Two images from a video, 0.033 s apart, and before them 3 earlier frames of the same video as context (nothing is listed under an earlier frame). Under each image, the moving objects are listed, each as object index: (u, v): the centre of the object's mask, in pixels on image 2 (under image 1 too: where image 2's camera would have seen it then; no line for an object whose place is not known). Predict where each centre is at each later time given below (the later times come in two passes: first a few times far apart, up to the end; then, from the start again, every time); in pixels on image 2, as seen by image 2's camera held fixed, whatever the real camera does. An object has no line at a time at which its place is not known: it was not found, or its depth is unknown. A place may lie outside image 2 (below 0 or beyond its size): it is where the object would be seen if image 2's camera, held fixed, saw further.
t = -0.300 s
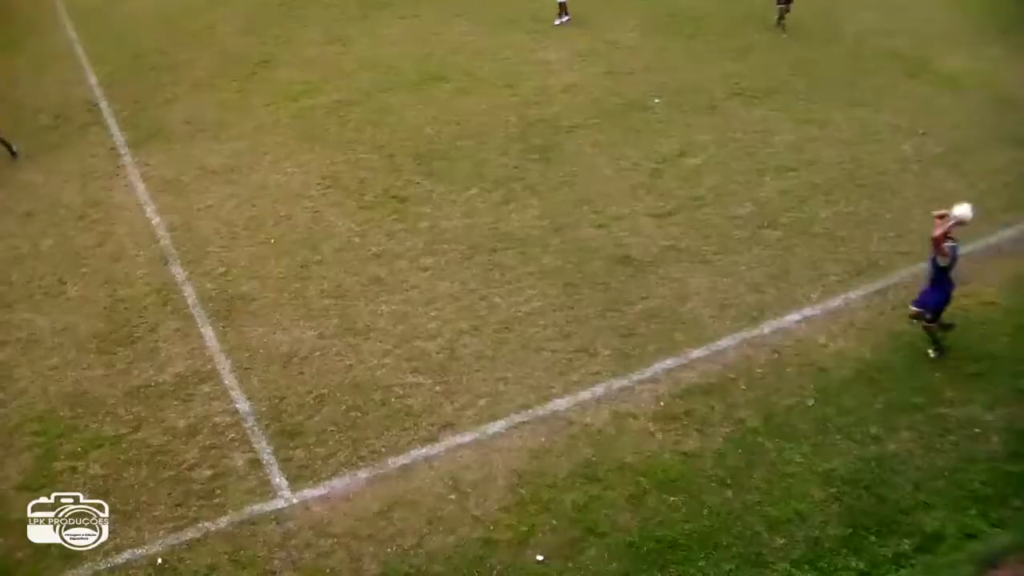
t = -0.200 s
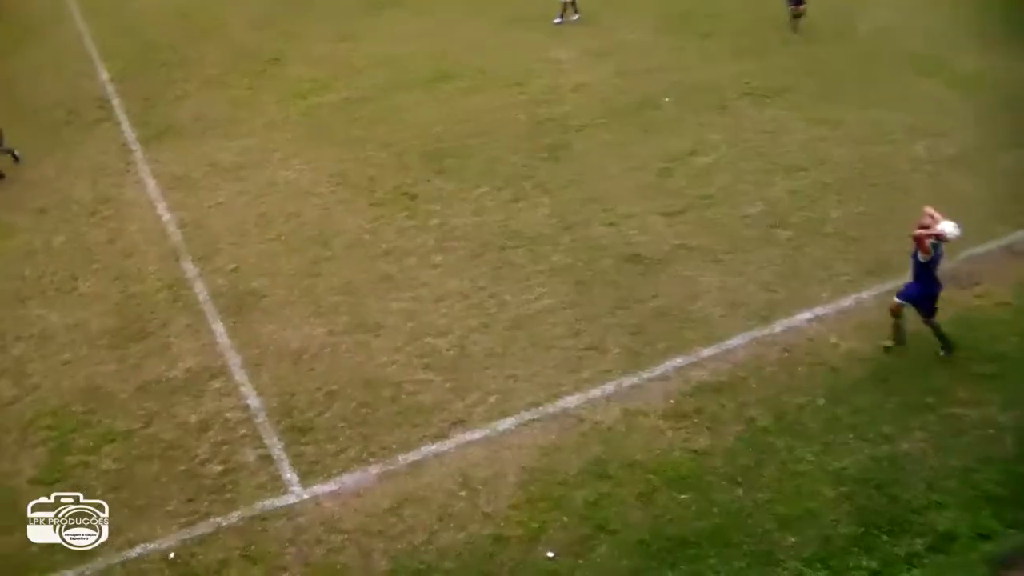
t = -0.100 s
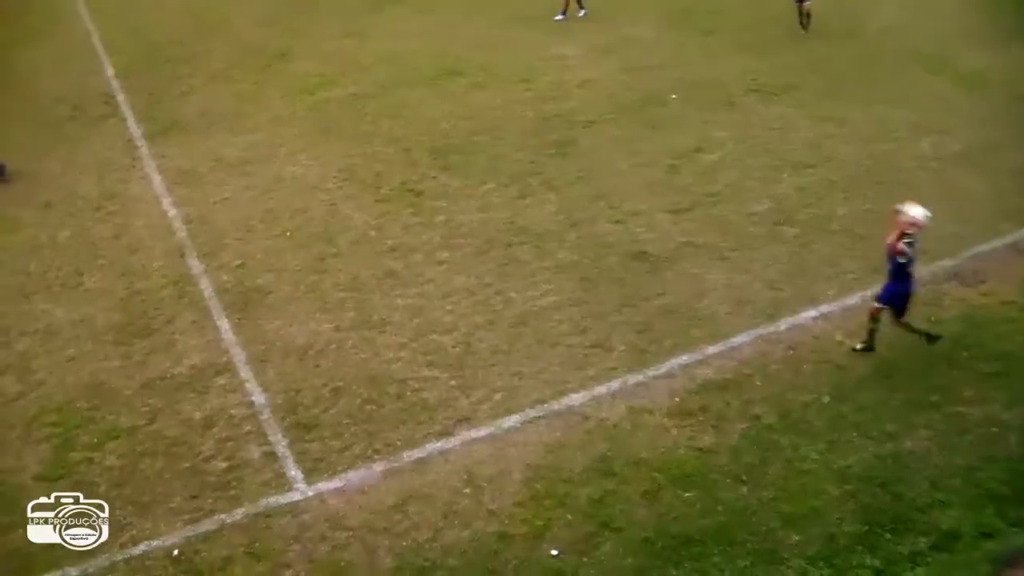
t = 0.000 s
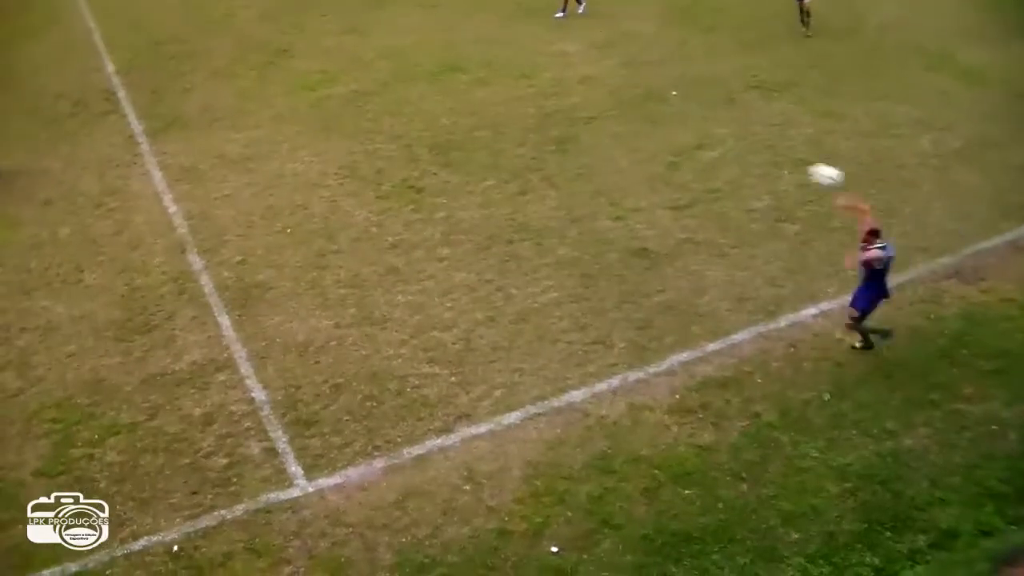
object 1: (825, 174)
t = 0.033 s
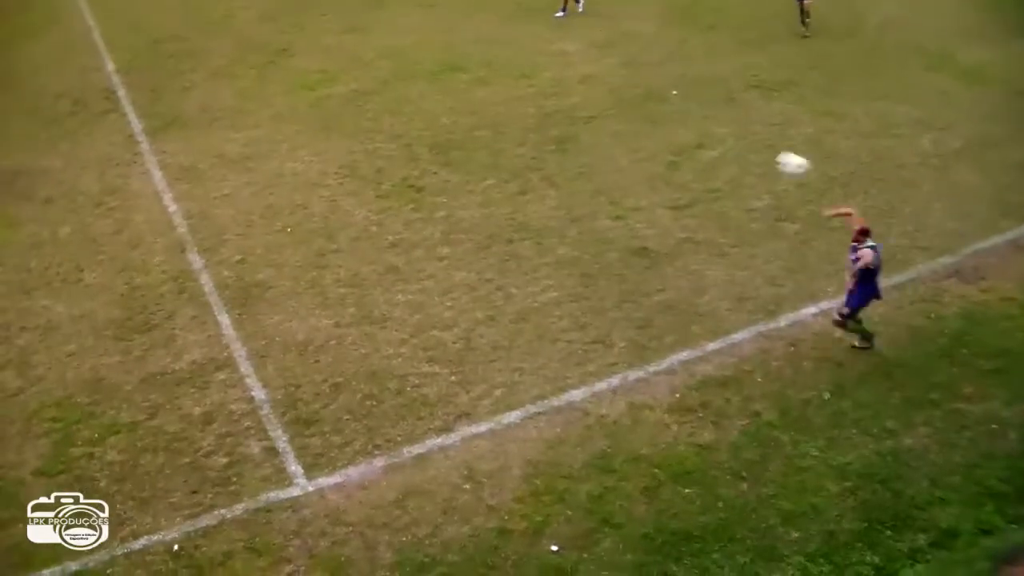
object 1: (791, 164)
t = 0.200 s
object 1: (624, 126)
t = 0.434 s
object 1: (399, 121)
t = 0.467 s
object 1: (371, 124)
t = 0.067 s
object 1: (760, 153)
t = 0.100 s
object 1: (726, 145)
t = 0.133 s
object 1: (693, 138)
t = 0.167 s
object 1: (659, 131)
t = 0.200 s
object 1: (624, 126)
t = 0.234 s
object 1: (592, 121)
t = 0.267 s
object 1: (559, 119)
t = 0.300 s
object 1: (527, 117)
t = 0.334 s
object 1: (494, 116)
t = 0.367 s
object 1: (463, 116)
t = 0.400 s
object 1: (432, 118)
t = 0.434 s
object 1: (399, 121)
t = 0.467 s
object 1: (371, 124)
